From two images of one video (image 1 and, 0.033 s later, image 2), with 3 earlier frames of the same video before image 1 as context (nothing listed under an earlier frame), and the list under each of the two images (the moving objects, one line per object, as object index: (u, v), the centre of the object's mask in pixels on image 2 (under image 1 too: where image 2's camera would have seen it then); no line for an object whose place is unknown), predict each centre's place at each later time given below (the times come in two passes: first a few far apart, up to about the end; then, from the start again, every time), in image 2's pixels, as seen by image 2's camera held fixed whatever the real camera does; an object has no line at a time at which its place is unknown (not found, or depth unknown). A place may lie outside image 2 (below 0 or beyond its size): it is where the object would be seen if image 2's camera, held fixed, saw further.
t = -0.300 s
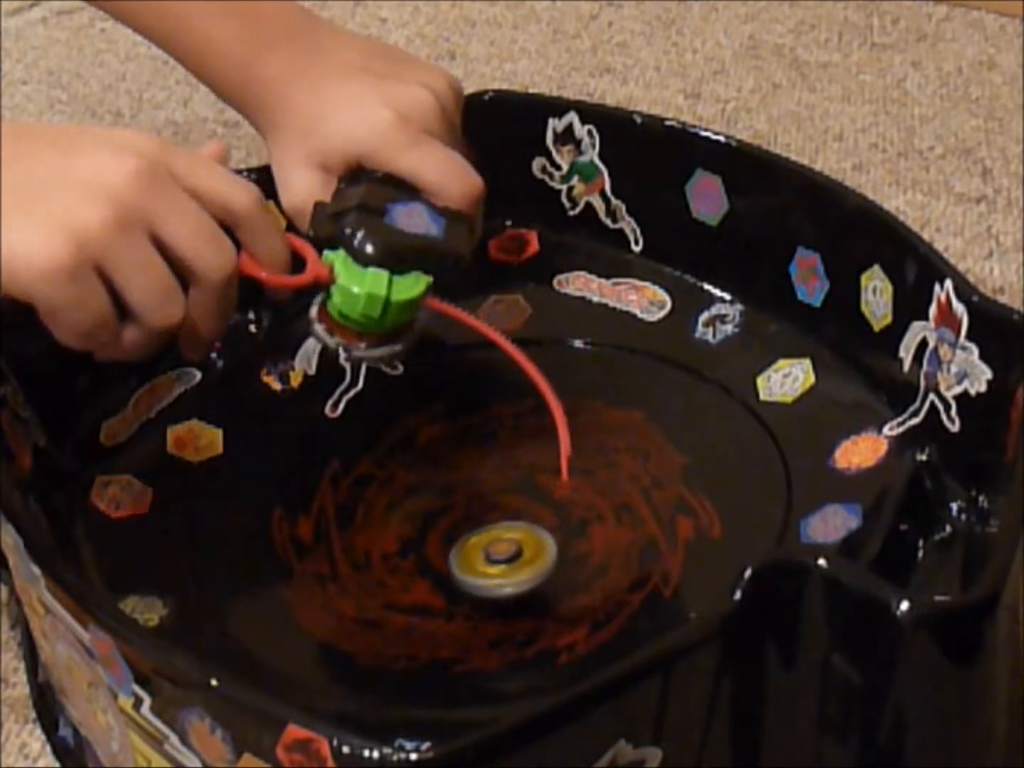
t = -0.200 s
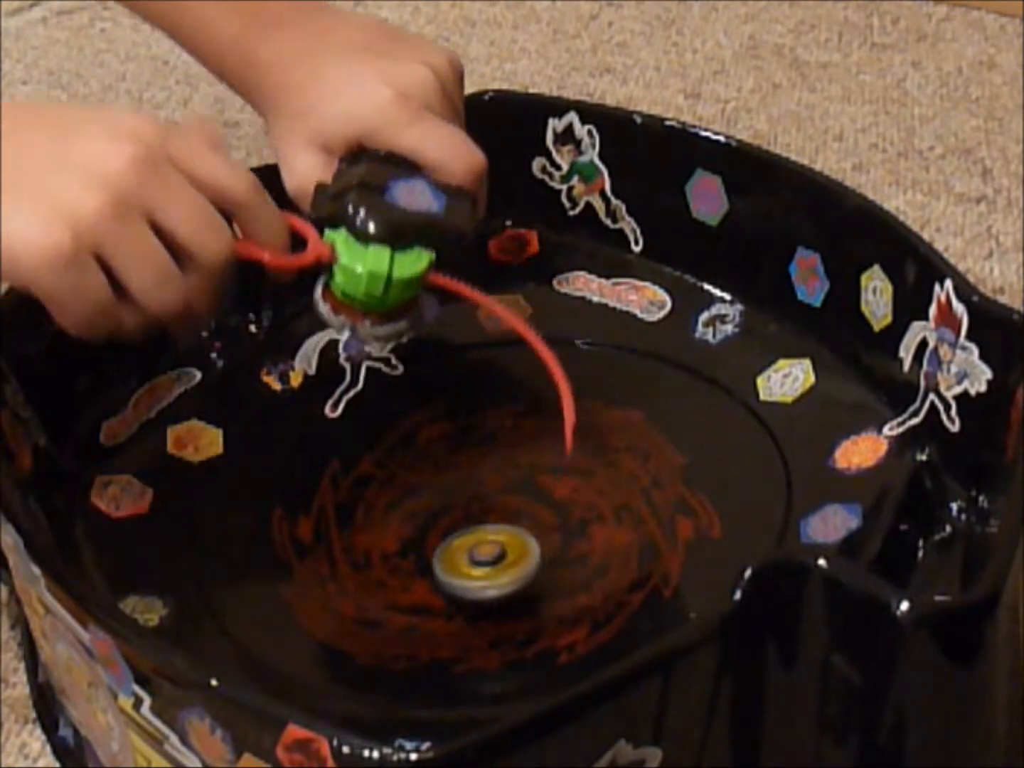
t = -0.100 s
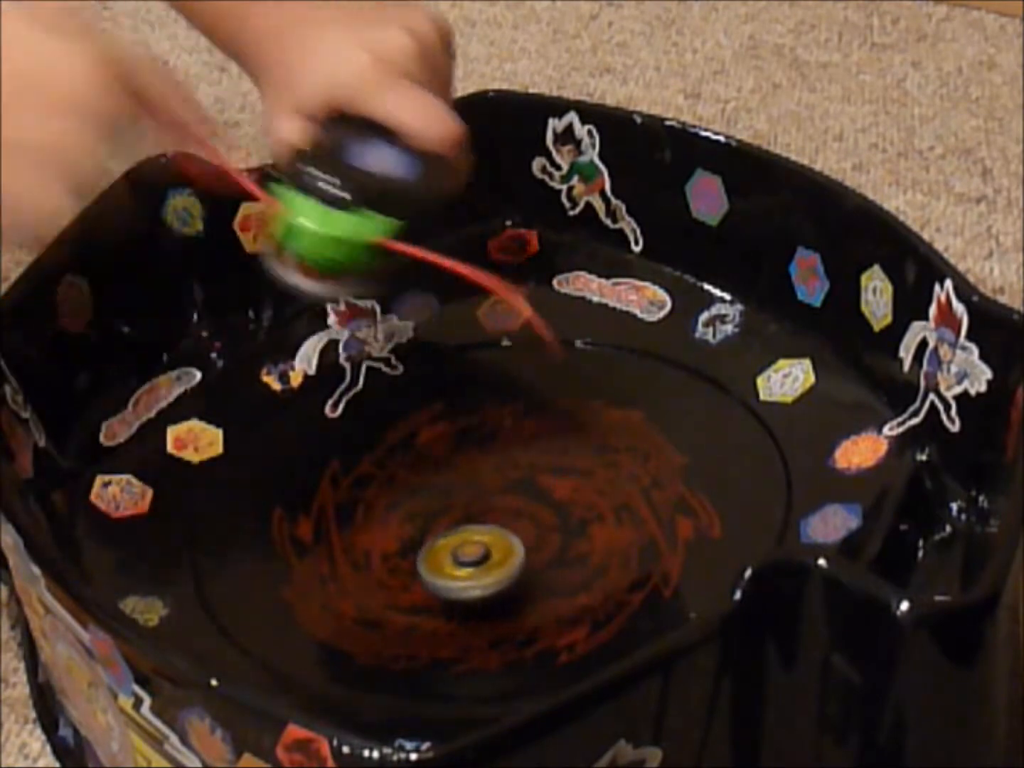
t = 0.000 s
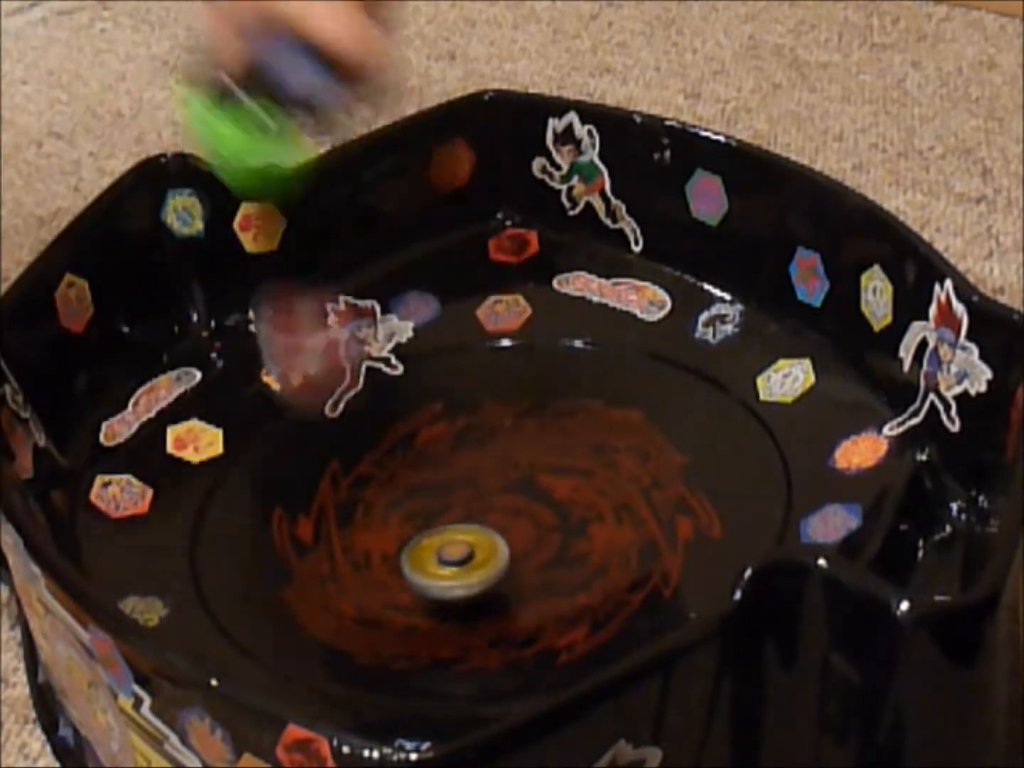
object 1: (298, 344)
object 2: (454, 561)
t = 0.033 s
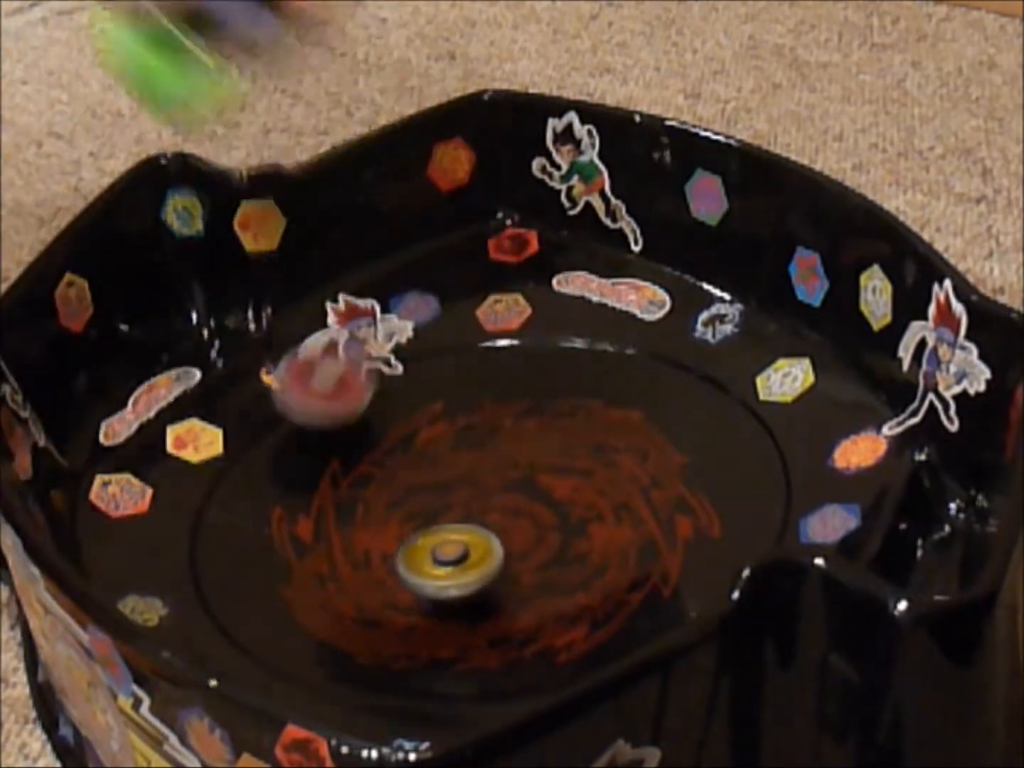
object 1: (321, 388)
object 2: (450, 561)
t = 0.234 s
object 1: (451, 396)
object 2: (422, 554)
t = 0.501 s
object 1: (618, 456)
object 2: (390, 539)
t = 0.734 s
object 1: (638, 487)
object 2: (376, 524)
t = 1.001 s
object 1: (569, 490)
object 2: (372, 505)
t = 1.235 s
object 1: (622, 464)
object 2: (377, 488)
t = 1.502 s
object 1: (609, 453)
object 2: (393, 470)
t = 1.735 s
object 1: (555, 477)
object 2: (412, 456)
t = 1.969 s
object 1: (614, 521)
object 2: (433, 446)
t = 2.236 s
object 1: (629, 521)
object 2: (463, 437)
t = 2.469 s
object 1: (539, 500)
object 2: (492, 433)
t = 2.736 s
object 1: (484, 567)
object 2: (523, 433)
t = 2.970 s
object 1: (503, 615)
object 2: (549, 438)
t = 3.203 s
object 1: (578, 558)
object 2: (568, 447)
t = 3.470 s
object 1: (492, 634)
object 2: (576, 324)
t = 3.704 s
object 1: (475, 641)
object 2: (467, 364)
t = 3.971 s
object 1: (491, 529)
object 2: (410, 482)
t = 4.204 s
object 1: (682, 559)
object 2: (248, 388)
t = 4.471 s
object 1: (538, 458)
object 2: (328, 489)
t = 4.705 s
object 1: (310, 428)
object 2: (455, 538)
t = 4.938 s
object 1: (206, 509)
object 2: (484, 531)
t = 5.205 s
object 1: (404, 595)
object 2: (506, 520)
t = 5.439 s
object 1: (452, 637)
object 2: (661, 304)
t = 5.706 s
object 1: (573, 476)
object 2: (620, 271)
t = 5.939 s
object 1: (467, 367)
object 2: (588, 265)
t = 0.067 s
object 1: (339, 366)
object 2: (444, 560)
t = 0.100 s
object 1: (363, 369)
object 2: (439, 559)
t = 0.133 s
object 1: (385, 383)
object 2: (435, 558)
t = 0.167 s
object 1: (408, 383)
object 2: (431, 557)
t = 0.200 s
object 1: (428, 390)
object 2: (426, 555)
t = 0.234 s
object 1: (451, 396)
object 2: (422, 554)
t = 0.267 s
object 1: (472, 405)
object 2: (418, 552)
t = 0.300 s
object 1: (496, 414)
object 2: (414, 551)
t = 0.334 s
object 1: (517, 423)
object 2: (410, 549)
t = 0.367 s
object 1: (538, 432)
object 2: (405, 548)
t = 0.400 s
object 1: (559, 440)
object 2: (401, 546)
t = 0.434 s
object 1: (579, 446)
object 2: (396, 544)
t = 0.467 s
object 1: (599, 451)
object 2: (393, 542)
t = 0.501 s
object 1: (618, 456)
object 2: (390, 539)
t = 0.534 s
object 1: (634, 461)
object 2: (387, 536)
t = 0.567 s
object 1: (646, 465)
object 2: (385, 534)
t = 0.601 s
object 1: (653, 469)
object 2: (383, 532)
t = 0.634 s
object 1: (656, 474)
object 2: (381, 530)
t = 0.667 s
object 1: (655, 479)
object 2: (379, 528)
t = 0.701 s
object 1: (648, 484)
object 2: (377, 526)
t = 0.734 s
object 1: (638, 487)
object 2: (376, 524)
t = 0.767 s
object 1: (626, 490)
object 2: (375, 522)
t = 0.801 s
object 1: (612, 493)
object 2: (374, 519)
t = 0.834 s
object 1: (599, 494)
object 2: (373, 517)
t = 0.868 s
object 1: (588, 494)
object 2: (372, 515)
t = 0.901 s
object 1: (579, 494)
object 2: (372, 512)
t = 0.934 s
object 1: (573, 493)
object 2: (372, 509)
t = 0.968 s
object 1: (569, 492)
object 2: (372, 507)
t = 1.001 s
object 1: (569, 490)
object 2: (372, 505)
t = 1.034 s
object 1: (570, 487)
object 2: (372, 502)
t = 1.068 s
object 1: (574, 484)
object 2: (372, 500)
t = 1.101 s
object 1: (579, 480)
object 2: (373, 497)
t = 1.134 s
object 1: (588, 477)
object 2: (374, 495)
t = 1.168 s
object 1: (599, 473)
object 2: (375, 493)
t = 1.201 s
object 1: (611, 469)
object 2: (377, 491)
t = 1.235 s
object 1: (622, 464)
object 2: (377, 488)
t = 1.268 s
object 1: (632, 459)
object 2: (379, 486)
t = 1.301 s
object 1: (638, 455)
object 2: (380, 484)
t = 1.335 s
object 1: (641, 452)
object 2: (382, 481)
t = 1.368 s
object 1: (641, 450)
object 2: (384, 479)
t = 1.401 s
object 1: (637, 449)
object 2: (385, 477)
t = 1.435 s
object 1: (630, 449)
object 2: (388, 475)
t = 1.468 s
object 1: (620, 451)
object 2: (390, 473)
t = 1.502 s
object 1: (609, 453)
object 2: (393, 470)
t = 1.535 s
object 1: (597, 456)
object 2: (395, 468)
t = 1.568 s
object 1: (586, 459)
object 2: (398, 466)
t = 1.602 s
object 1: (576, 462)
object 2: (400, 464)
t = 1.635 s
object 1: (567, 465)
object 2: (403, 462)
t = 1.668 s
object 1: (561, 469)
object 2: (406, 460)
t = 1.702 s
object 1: (557, 472)
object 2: (409, 458)
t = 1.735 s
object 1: (555, 477)
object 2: (412, 456)
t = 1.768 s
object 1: (557, 481)
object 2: (415, 454)
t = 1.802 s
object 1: (560, 487)
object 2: (418, 453)
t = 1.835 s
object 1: (566, 493)
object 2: (421, 451)
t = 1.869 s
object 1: (575, 499)
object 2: (424, 450)
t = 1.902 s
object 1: (587, 506)
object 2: (427, 448)
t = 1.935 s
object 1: (600, 514)
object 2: (430, 447)
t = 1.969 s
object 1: (614, 521)
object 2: (433, 446)
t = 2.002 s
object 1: (627, 525)
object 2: (436, 444)
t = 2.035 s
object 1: (638, 528)
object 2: (440, 443)
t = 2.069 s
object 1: (646, 529)
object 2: (444, 442)
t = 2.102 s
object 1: (650, 528)
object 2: (447, 441)
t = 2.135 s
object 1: (650, 528)
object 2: (451, 440)
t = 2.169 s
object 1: (646, 526)
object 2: (455, 439)
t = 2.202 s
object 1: (639, 524)
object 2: (459, 438)
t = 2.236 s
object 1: (629, 521)
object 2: (463, 437)
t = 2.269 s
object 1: (616, 517)
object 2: (467, 436)
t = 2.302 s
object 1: (602, 513)
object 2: (471, 435)
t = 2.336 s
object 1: (587, 508)
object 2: (475, 435)
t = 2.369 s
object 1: (574, 504)
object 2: (479, 434)
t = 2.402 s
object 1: (561, 501)
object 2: (484, 434)
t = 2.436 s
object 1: (549, 500)
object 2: (488, 433)
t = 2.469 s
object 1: (539, 500)
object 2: (492, 433)
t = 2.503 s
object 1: (530, 502)
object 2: (496, 433)
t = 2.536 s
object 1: (522, 506)
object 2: (500, 433)
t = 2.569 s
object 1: (515, 511)
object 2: (504, 432)
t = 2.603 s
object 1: (508, 519)
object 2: (508, 432)
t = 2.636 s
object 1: (502, 528)
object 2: (512, 432)
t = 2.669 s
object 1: (496, 539)
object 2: (516, 433)
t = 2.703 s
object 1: (490, 553)
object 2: (519, 433)
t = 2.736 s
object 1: (484, 567)
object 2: (523, 433)
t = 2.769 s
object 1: (479, 584)
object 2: (527, 434)
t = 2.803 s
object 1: (476, 596)
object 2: (531, 434)
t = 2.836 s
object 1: (476, 606)
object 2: (534, 435)
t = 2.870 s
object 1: (479, 612)
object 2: (538, 435)
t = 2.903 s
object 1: (485, 616)
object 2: (542, 436)
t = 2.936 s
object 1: (493, 617)
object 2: (545, 437)
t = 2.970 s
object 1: (503, 615)
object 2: (549, 438)
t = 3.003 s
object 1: (514, 612)
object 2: (552, 439)
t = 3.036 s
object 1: (526, 607)
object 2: (555, 440)
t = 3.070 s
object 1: (538, 600)
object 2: (558, 441)
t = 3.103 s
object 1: (550, 592)
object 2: (561, 442)
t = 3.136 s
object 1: (561, 581)
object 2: (563, 444)
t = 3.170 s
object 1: (571, 570)
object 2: (566, 445)
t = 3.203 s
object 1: (578, 558)
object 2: (568, 447)
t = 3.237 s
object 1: (581, 546)
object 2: (570, 448)
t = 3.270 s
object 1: (580, 535)
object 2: (572, 450)
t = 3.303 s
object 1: (577, 526)
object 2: (574, 451)
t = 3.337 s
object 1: (567, 530)
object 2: (577, 440)
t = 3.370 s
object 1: (550, 564)
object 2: (583, 405)
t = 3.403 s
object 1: (528, 594)
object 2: (584, 370)
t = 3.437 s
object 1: (509, 616)
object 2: (581, 341)
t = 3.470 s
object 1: (492, 634)
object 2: (576, 324)
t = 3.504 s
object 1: (480, 649)
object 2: (564, 313)
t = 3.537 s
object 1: (472, 659)
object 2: (549, 313)
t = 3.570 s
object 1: (468, 659)
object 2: (532, 318)
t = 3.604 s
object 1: (467, 660)
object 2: (513, 326)
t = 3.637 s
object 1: (469, 657)
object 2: (495, 339)
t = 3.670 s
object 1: (472, 650)
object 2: (481, 351)
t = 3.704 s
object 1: (475, 641)
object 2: (467, 364)
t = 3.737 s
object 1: (479, 631)
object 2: (456, 378)
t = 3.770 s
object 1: (484, 620)
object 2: (445, 394)
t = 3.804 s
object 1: (490, 608)
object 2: (435, 412)
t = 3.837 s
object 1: (494, 595)
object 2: (428, 429)
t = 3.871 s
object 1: (498, 579)
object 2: (421, 445)
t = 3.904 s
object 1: (498, 561)
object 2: (416, 459)
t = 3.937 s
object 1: (496, 544)
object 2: (412, 472)
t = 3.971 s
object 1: (491, 529)
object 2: (410, 482)
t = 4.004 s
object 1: (506, 529)
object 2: (390, 479)
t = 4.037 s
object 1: (549, 545)
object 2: (345, 456)
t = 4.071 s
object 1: (590, 559)
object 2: (307, 432)
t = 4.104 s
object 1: (624, 563)
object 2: (277, 413)
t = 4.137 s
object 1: (650, 565)
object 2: (258, 395)
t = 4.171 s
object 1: (671, 564)
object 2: (252, 388)
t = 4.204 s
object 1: (682, 559)
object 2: (248, 388)
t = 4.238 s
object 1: (686, 552)
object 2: (248, 393)
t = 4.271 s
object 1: (682, 542)
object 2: (251, 403)
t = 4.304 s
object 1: (671, 529)
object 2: (257, 418)
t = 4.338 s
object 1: (653, 516)
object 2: (266, 431)
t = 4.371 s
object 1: (630, 501)
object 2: (277, 445)
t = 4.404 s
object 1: (600, 485)
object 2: (291, 460)
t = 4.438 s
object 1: (569, 469)
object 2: (307, 475)
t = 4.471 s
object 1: (538, 458)
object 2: (328, 489)
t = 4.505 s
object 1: (507, 448)
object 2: (351, 502)
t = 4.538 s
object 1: (473, 439)
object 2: (377, 513)
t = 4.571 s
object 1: (439, 433)
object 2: (396, 521)
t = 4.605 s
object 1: (404, 427)
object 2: (416, 527)
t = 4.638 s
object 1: (375, 425)
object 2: (431, 532)
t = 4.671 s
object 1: (340, 425)
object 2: (443, 535)
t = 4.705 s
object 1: (310, 428)
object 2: (455, 538)
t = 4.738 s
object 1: (281, 433)
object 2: (463, 539)
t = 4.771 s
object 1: (262, 440)
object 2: (469, 539)
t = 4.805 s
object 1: (234, 451)
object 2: (472, 538)
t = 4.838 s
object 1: (210, 460)
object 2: (476, 537)
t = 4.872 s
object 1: (199, 474)
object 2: (478, 535)
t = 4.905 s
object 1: (197, 490)
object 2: (481, 534)
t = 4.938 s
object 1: (206, 509)
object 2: (484, 531)
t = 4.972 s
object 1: (219, 526)
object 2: (487, 530)
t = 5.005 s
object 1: (234, 543)
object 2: (490, 528)
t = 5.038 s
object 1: (250, 559)
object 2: (492, 527)
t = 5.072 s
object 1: (269, 573)
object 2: (495, 526)
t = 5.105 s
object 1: (292, 585)
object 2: (498, 524)
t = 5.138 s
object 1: (323, 594)
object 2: (500, 522)
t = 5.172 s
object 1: (361, 597)
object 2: (503, 521)
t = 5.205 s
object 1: (404, 595)
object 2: (506, 520)
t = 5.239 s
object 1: (445, 589)
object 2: (509, 517)
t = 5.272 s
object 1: (444, 604)
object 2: (549, 479)
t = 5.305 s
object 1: (435, 621)
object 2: (589, 439)
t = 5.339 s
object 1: (431, 633)
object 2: (619, 398)
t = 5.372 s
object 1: (433, 640)
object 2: (643, 359)
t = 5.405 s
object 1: (439, 641)
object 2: (658, 327)
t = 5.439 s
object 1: (452, 637)
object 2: (661, 304)
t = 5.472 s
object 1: (471, 628)
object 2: (663, 295)
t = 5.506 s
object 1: (493, 614)
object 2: (659, 284)
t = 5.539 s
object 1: (518, 597)
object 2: (653, 281)
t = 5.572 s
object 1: (540, 575)
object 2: (646, 279)
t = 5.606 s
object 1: (557, 550)
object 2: (640, 278)
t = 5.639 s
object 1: (567, 524)
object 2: (634, 278)
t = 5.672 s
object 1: (572, 499)
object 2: (626, 273)
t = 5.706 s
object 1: (573, 476)
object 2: (620, 271)
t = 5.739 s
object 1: (570, 455)
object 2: (614, 270)
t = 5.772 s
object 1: (564, 436)
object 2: (609, 268)
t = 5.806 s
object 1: (553, 416)
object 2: (604, 268)
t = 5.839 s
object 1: (537, 399)
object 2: (600, 267)
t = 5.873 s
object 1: (517, 384)
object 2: (596, 266)
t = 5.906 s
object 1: (493, 375)
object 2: (591, 265)
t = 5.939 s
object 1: (467, 367)
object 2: (588, 265)
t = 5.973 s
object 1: (444, 363)
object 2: (584, 264)
